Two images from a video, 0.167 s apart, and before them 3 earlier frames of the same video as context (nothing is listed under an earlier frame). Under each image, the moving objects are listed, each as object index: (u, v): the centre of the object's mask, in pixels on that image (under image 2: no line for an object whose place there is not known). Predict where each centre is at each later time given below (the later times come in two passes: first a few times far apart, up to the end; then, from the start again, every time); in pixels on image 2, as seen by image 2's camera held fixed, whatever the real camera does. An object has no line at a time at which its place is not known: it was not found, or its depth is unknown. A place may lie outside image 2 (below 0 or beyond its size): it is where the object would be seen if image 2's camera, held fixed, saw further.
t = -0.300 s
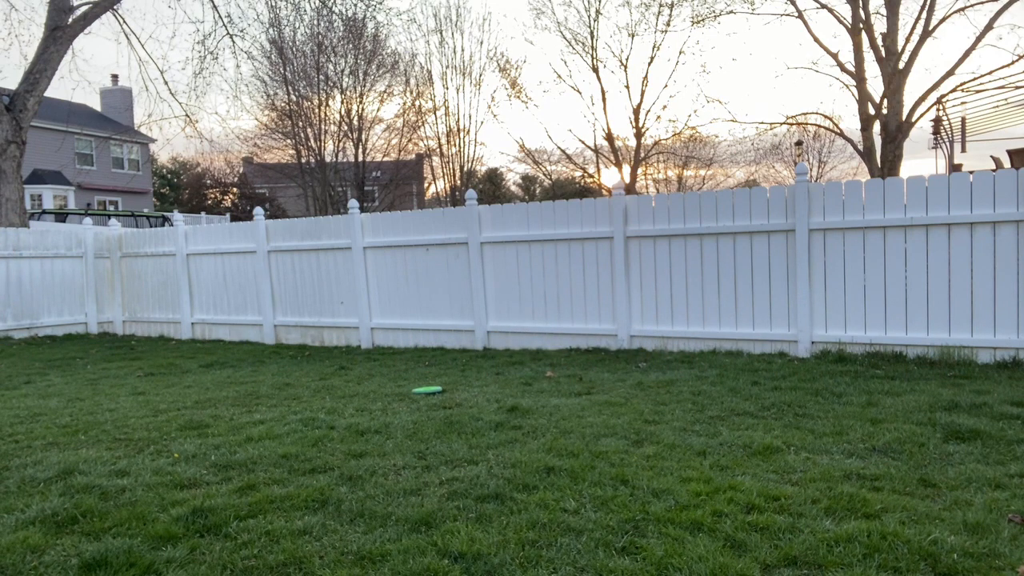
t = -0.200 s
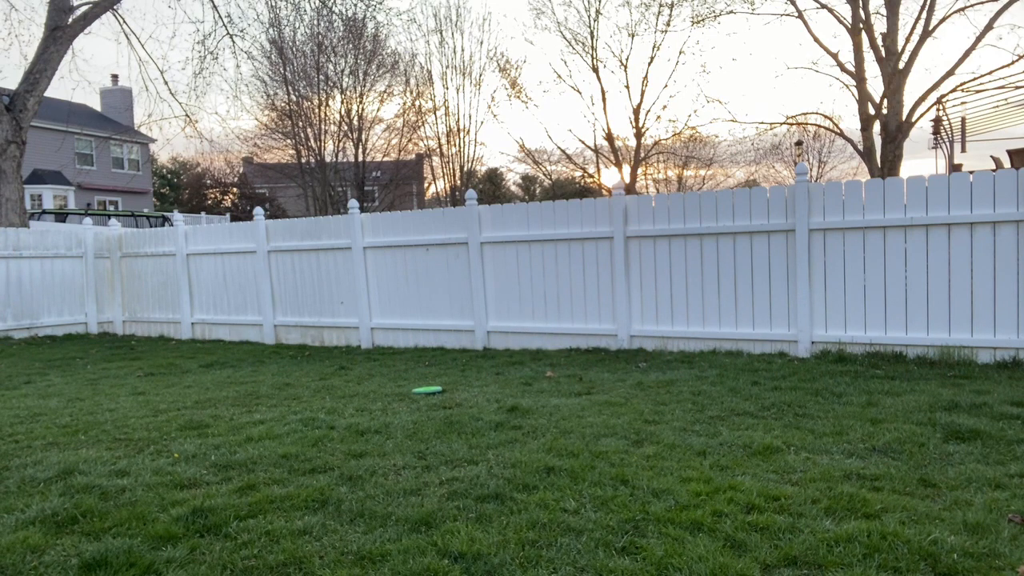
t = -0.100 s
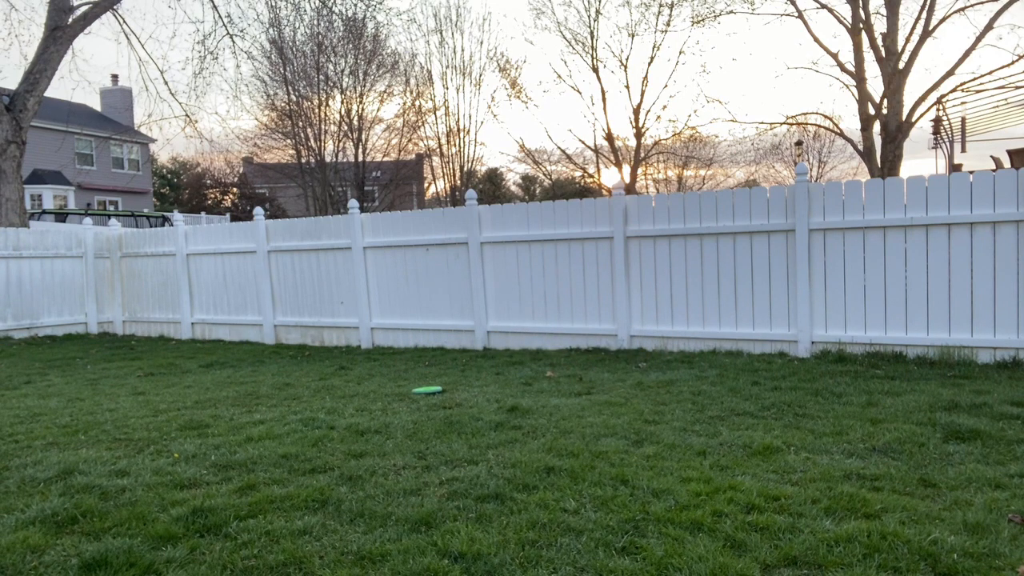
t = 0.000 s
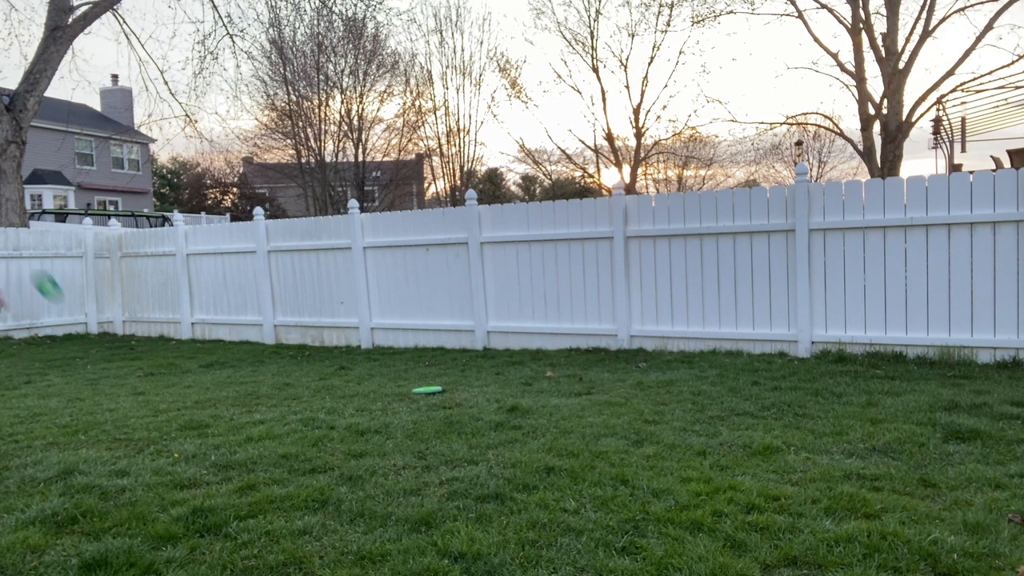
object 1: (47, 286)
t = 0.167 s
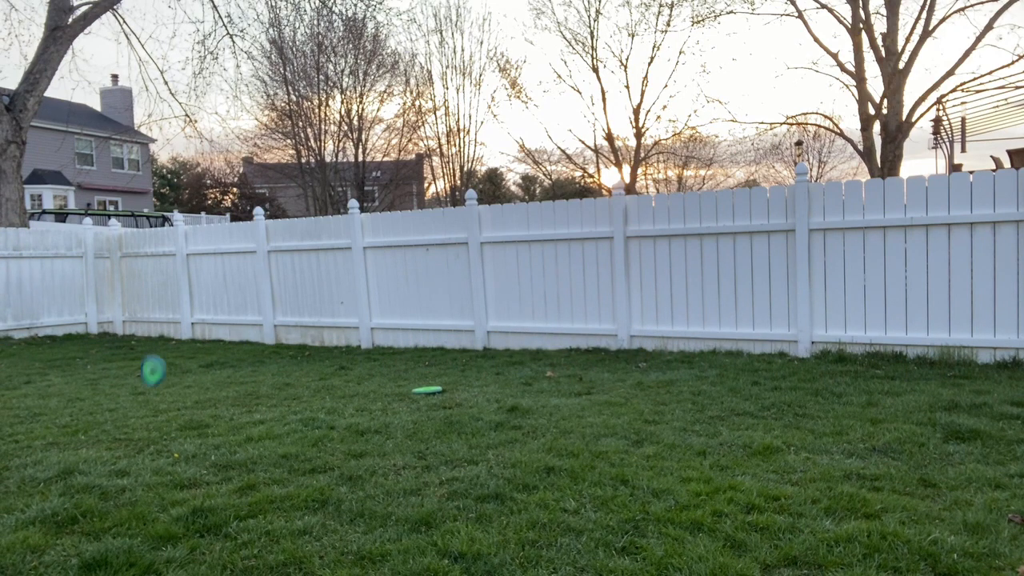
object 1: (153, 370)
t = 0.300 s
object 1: (194, 332)
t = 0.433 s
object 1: (245, 316)
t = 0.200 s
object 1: (161, 358)
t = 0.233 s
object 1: (173, 348)
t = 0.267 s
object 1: (183, 340)
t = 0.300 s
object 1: (194, 332)
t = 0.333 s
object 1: (206, 326)
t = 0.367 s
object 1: (218, 321)
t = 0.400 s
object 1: (232, 318)
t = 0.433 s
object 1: (245, 316)
